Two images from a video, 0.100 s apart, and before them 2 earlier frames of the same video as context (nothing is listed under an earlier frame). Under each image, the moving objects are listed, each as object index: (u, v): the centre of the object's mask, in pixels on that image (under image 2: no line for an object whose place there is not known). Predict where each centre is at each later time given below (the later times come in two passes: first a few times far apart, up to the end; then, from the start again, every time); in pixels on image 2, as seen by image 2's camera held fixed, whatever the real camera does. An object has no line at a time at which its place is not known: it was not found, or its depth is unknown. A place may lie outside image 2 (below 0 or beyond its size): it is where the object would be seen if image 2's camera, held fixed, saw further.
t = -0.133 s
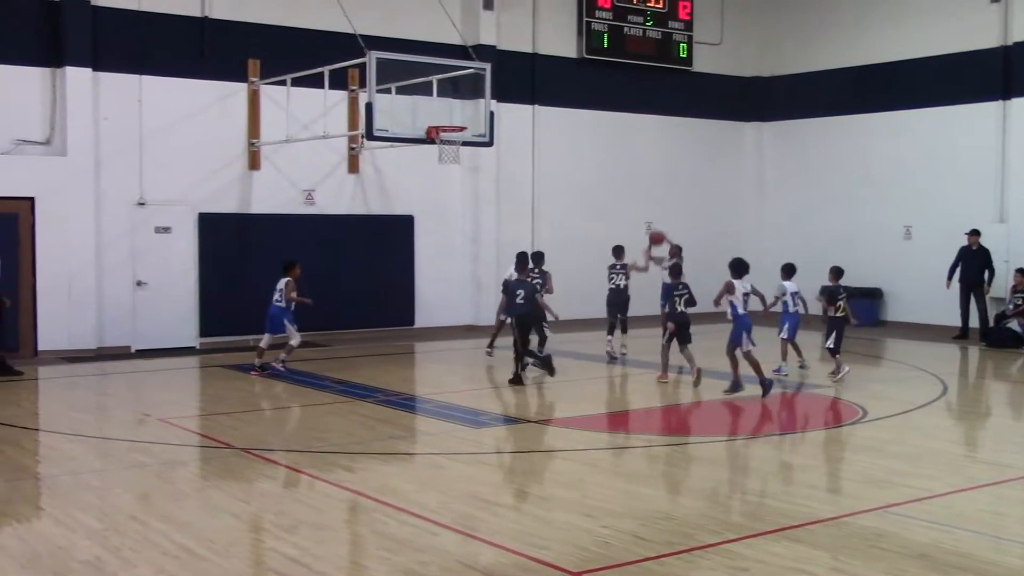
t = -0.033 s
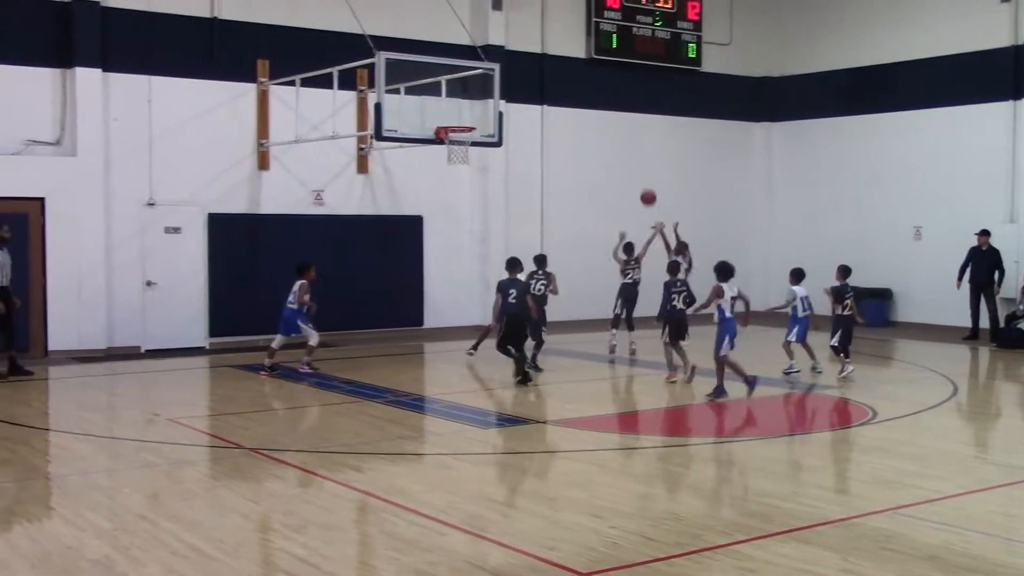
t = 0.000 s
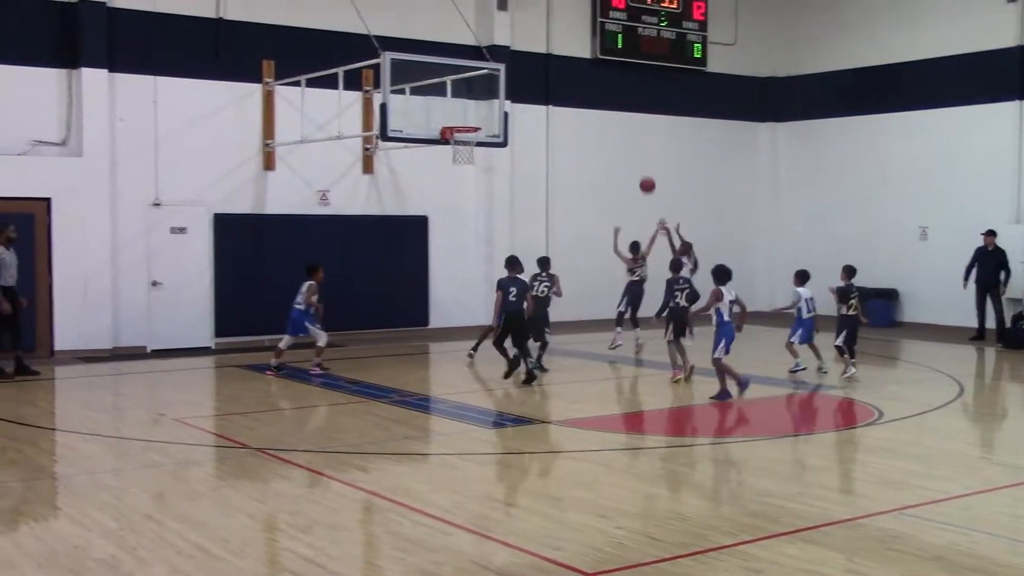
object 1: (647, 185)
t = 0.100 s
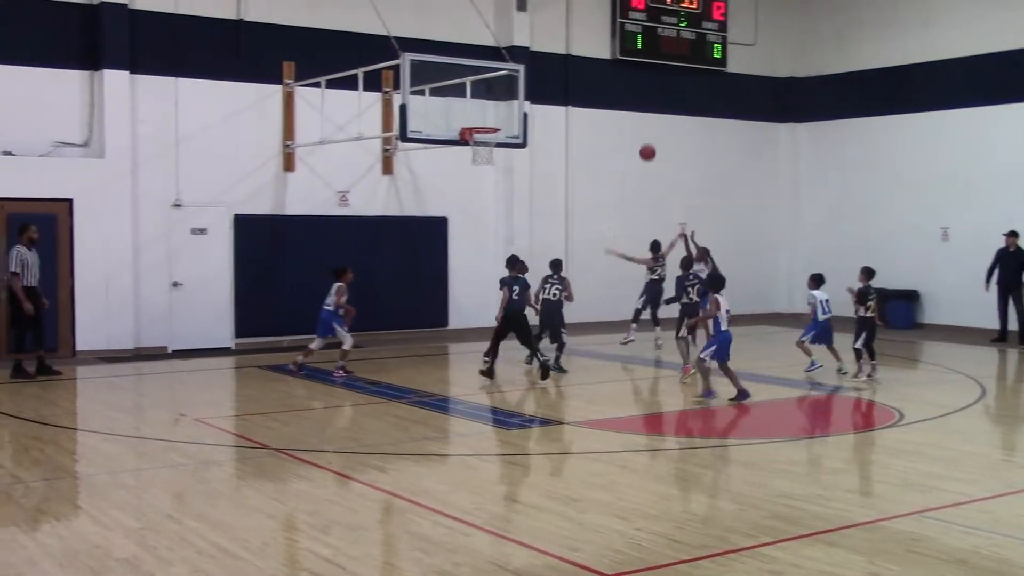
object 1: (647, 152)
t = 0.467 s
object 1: (574, 87)
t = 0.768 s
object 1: (509, 106)
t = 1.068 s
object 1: (465, 147)
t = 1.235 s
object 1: (455, 170)
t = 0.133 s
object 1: (641, 143)
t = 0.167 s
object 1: (634, 134)
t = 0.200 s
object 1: (628, 126)
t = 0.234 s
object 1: (621, 118)
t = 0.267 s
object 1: (615, 111)
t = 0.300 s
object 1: (608, 105)
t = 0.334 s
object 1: (601, 100)
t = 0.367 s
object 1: (595, 95)
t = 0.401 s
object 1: (588, 92)
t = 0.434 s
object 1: (581, 89)
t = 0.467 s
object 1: (574, 87)
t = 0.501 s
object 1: (567, 86)
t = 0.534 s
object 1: (559, 85)
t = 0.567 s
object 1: (552, 85)
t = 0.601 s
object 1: (545, 86)
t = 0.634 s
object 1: (538, 89)
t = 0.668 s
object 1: (532, 91)
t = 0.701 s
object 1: (525, 96)
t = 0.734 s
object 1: (517, 100)
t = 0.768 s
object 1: (509, 106)
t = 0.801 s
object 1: (502, 112)
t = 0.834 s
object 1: (494, 120)
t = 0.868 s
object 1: (487, 127)
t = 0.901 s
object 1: (480, 138)
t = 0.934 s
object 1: (473, 144)
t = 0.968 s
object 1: (471, 146)
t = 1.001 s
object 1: (468, 145)
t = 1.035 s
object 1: (466, 146)
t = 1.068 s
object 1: (465, 147)
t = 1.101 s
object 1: (464, 148)
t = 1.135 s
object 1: (460, 154)
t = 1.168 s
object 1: (459, 158)
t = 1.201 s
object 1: (457, 164)
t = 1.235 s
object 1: (455, 170)
